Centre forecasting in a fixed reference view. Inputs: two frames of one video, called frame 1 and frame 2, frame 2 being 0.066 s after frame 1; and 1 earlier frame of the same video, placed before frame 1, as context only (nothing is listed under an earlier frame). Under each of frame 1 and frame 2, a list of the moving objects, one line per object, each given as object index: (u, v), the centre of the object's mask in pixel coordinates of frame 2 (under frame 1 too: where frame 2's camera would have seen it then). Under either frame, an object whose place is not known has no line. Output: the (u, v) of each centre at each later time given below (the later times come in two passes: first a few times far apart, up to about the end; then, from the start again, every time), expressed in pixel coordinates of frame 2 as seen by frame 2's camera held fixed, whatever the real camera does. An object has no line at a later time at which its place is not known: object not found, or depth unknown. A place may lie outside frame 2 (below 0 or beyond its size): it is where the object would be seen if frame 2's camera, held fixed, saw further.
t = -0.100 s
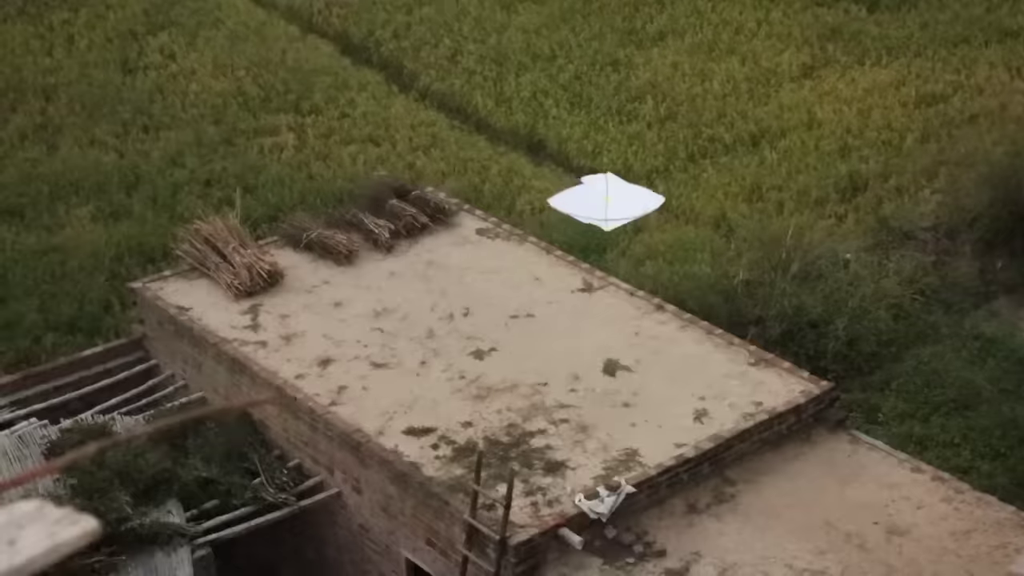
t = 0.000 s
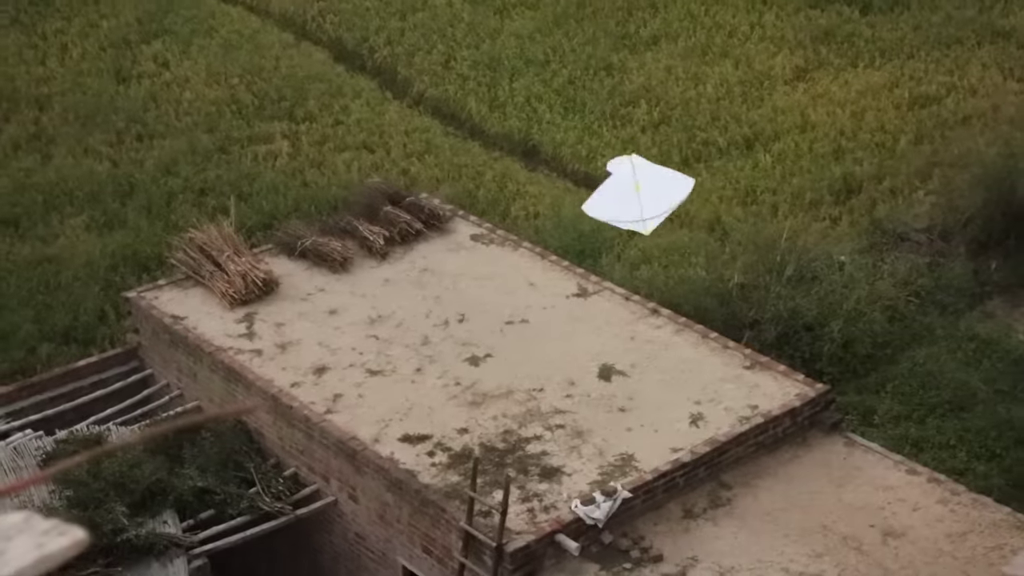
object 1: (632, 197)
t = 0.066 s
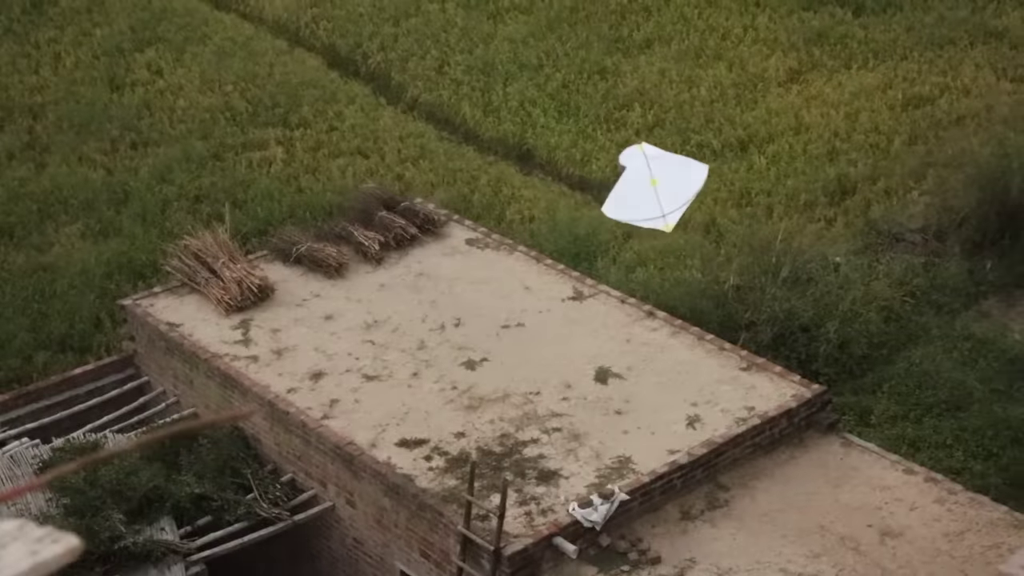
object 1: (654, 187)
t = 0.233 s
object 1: (695, 175)
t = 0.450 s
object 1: (728, 213)
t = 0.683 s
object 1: (752, 322)
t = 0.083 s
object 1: (659, 185)
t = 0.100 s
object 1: (664, 183)
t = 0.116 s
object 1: (668, 181)
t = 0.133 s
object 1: (673, 179)
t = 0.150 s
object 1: (677, 178)
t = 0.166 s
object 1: (681, 177)
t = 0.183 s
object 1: (685, 176)
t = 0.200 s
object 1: (688, 176)
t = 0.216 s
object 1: (692, 175)
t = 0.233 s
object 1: (695, 175)
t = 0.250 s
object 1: (699, 176)
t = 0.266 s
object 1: (702, 178)
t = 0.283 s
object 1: (705, 179)
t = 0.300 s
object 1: (707, 181)
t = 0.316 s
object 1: (709, 183)
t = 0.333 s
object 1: (712, 185)
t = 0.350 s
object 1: (714, 188)
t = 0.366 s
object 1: (715, 191)
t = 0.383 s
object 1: (718, 195)
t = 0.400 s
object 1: (720, 199)
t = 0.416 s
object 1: (722, 203)
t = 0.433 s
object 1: (725, 208)
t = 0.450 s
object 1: (728, 213)
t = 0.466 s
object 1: (730, 219)
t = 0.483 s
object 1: (732, 225)
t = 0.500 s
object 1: (734, 231)
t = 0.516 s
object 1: (736, 238)
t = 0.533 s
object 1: (738, 245)
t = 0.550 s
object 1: (740, 252)
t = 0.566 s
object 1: (741, 260)
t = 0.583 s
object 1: (743, 268)
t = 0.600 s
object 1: (745, 276)
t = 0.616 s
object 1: (746, 285)
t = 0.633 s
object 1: (748, 294)
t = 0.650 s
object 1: (749, 303)
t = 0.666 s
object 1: (751, 312)
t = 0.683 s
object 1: (752, 322)
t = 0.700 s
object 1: (754, 332)
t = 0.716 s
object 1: (755, 343)
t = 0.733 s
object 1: (756, 353)
